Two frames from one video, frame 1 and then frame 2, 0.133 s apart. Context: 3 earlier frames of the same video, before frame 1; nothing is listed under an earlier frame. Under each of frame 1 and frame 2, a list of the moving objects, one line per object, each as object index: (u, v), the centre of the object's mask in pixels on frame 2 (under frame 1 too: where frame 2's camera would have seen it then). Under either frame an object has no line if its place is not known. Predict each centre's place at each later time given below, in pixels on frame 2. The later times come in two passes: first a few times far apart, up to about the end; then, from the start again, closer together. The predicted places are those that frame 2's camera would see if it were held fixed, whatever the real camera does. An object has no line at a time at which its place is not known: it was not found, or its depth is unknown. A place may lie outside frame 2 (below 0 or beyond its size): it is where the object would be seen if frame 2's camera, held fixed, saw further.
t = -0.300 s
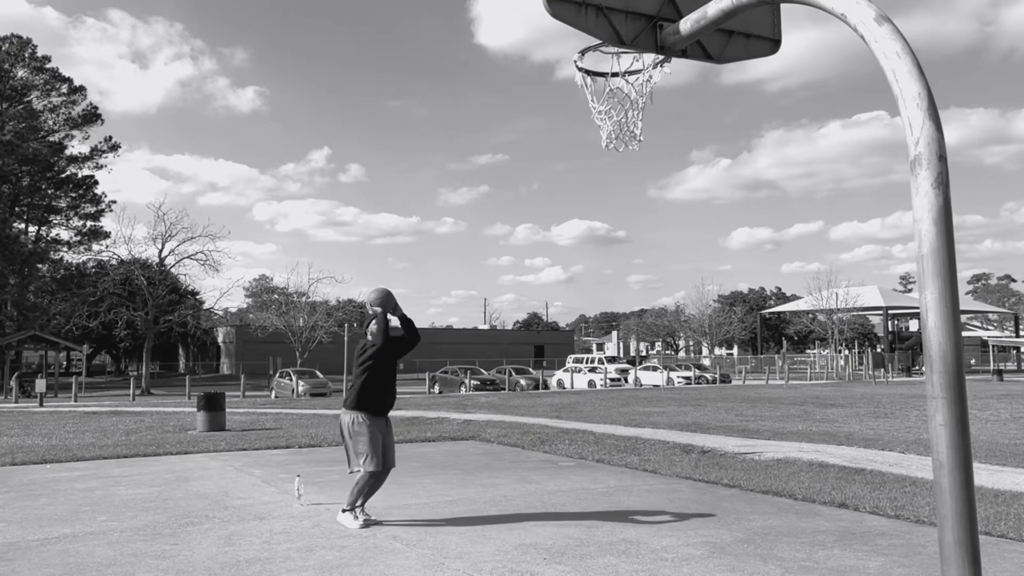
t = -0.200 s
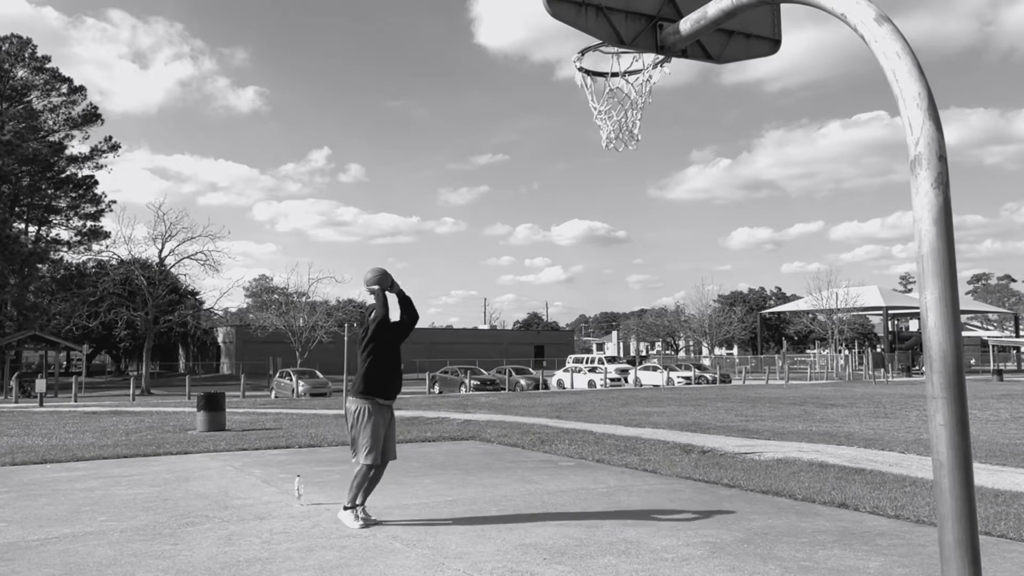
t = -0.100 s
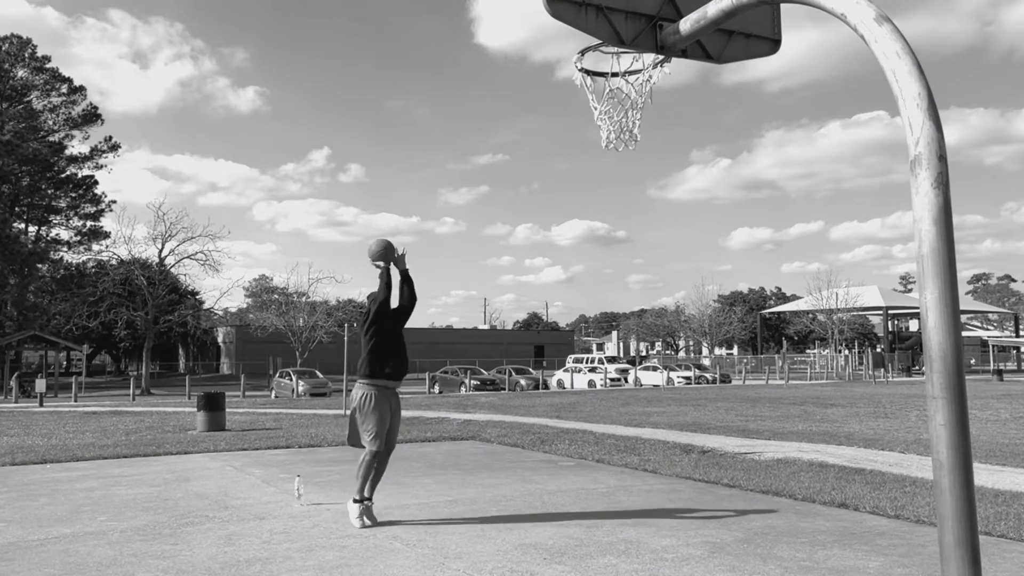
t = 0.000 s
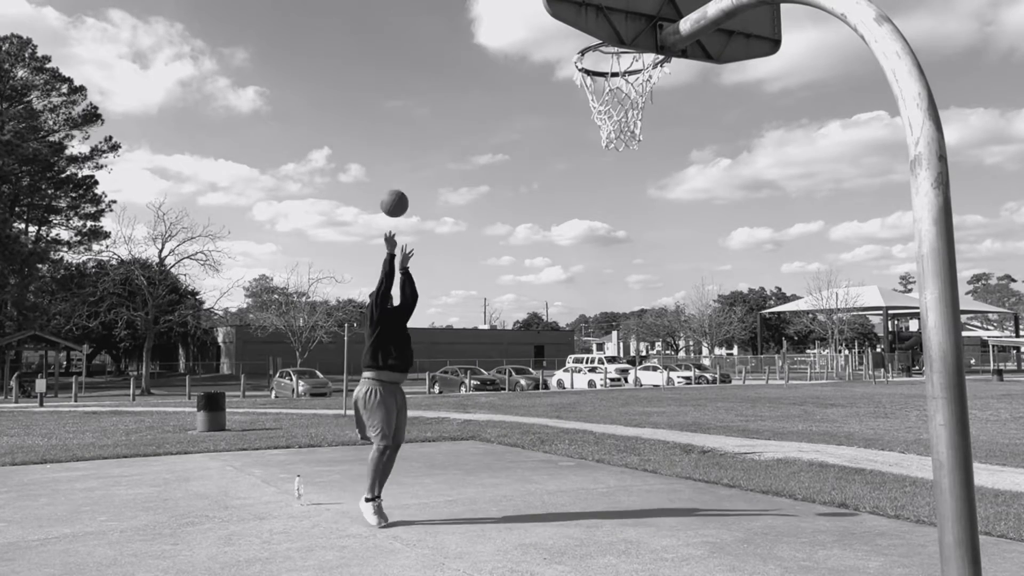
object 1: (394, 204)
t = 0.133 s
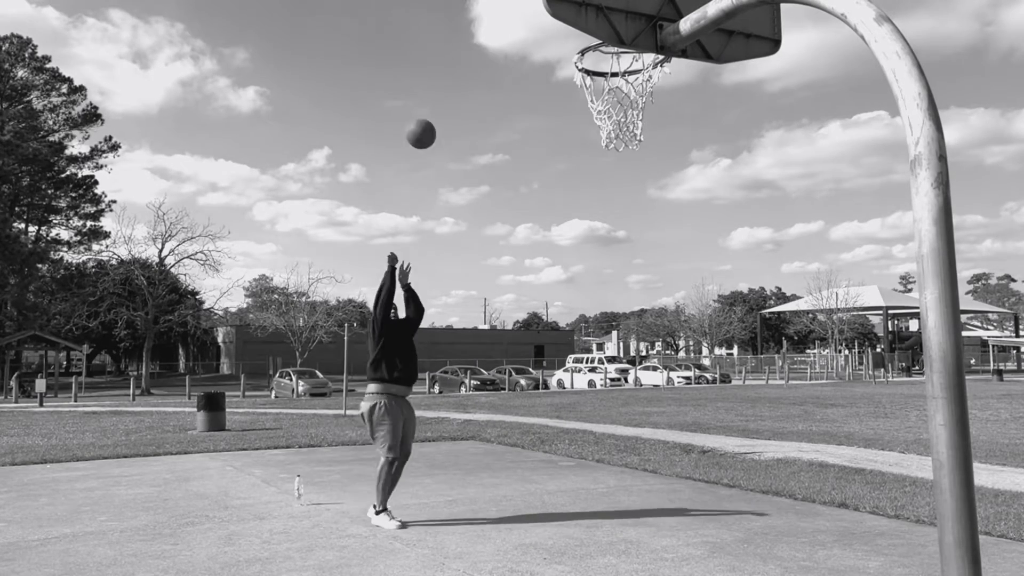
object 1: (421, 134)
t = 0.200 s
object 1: (436, 105)
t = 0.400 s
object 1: (485, 40)
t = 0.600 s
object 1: (542, 23)
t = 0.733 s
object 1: (589, 45)
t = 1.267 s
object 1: (570, 44)
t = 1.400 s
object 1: (548, 107)
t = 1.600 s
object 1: (508, 245)
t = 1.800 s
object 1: (472, 431)
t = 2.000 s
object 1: (445, 501)
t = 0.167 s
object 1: (428, 119)
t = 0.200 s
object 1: (436, 105)
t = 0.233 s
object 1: (443, 91)
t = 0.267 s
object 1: (451, 79)
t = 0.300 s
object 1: (459, 68)
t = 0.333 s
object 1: (468, 57)
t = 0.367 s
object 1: (477, 48)
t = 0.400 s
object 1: (485, 40)
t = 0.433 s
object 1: (495, 33)
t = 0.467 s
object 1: (504, 28)
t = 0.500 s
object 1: (514, 23)
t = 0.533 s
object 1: (524, 20)
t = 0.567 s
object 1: (533, 20)
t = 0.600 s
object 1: (542, 23)
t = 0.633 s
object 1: (552, 28)
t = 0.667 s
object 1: (564, 33)
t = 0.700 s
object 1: (573, 38)
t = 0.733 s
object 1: (589, 45)
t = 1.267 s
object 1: (570, 44)
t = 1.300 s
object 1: (564, 56)
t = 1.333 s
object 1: (559, 73)
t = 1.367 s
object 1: (554, 89)
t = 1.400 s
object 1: (548, 107)
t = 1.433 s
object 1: (541, 127)
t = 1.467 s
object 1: (535, 148)
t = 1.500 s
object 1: (528, 170)
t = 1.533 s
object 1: (522, 194)
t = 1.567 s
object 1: (515, 219)
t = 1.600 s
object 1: (508, 245)
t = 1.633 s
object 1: (502, 273)
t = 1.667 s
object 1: (496, 302)
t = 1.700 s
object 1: (489, 332)
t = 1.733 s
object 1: (484, 364)
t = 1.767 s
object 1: (478, 397)
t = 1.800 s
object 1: (472, 431)
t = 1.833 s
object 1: (466, 468)
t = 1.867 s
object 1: (461, 505)
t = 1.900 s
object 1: (456, 544)
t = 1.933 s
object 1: (451, 562)
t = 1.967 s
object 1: (447, 531)
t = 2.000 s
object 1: (445, 501)
